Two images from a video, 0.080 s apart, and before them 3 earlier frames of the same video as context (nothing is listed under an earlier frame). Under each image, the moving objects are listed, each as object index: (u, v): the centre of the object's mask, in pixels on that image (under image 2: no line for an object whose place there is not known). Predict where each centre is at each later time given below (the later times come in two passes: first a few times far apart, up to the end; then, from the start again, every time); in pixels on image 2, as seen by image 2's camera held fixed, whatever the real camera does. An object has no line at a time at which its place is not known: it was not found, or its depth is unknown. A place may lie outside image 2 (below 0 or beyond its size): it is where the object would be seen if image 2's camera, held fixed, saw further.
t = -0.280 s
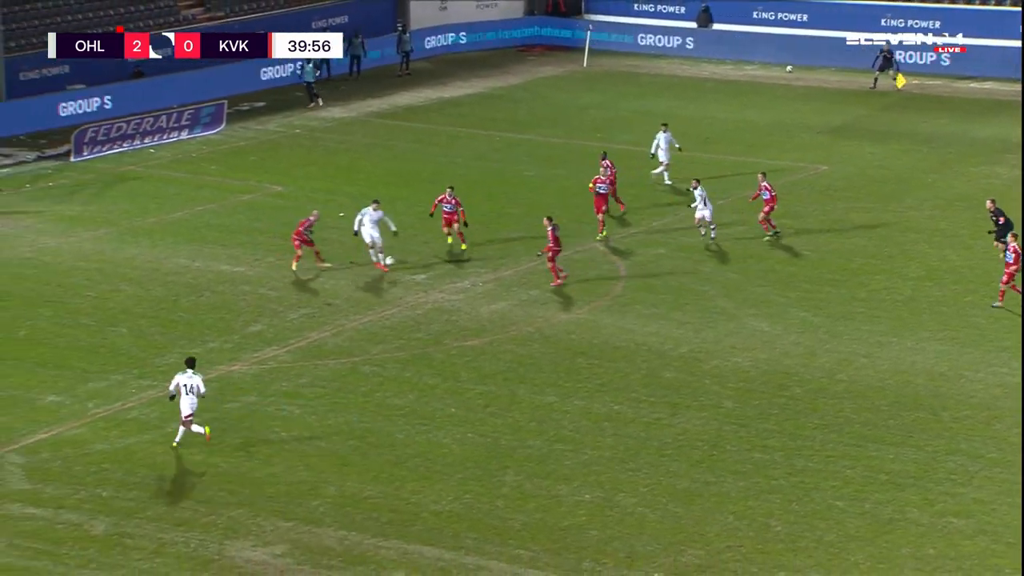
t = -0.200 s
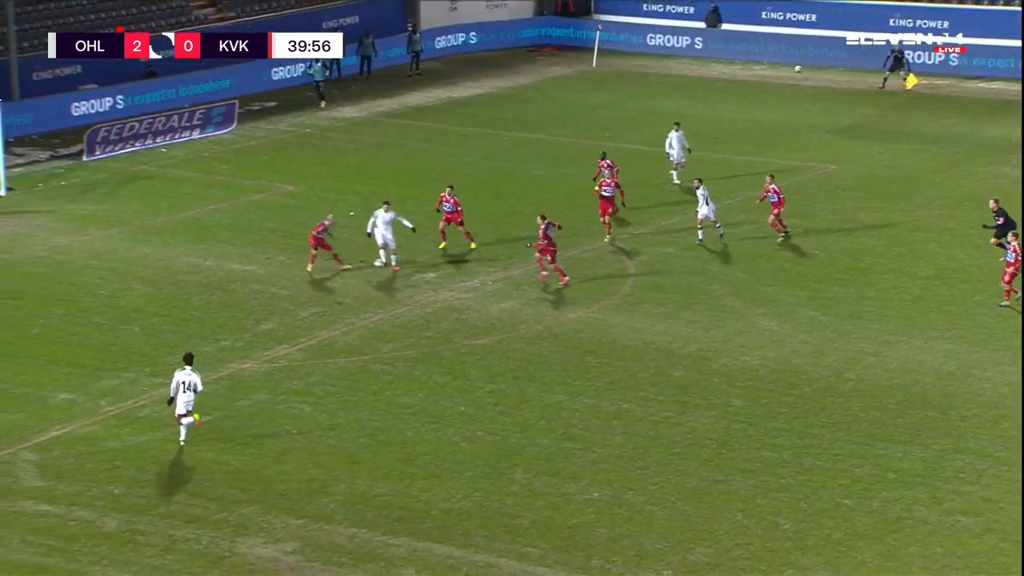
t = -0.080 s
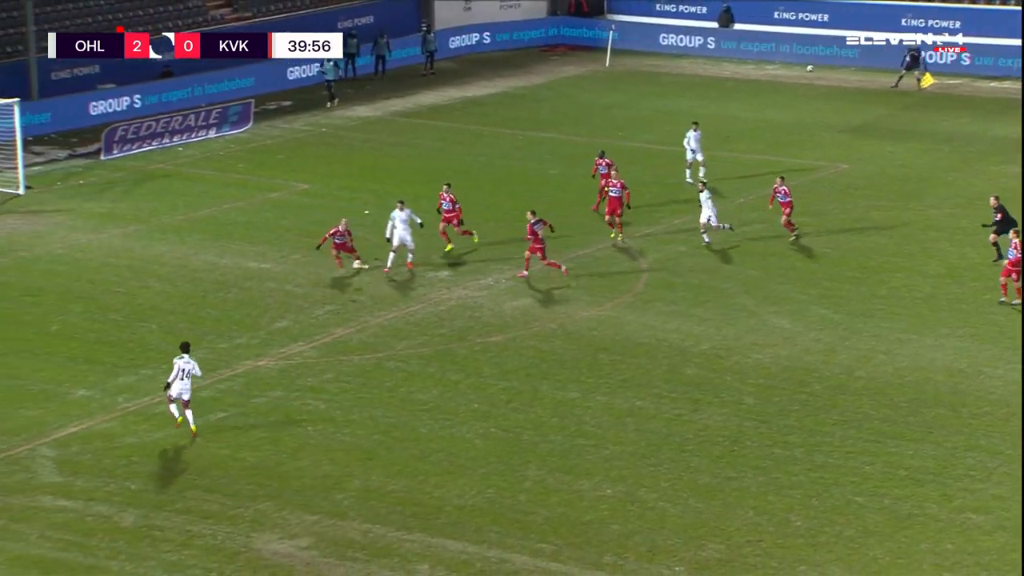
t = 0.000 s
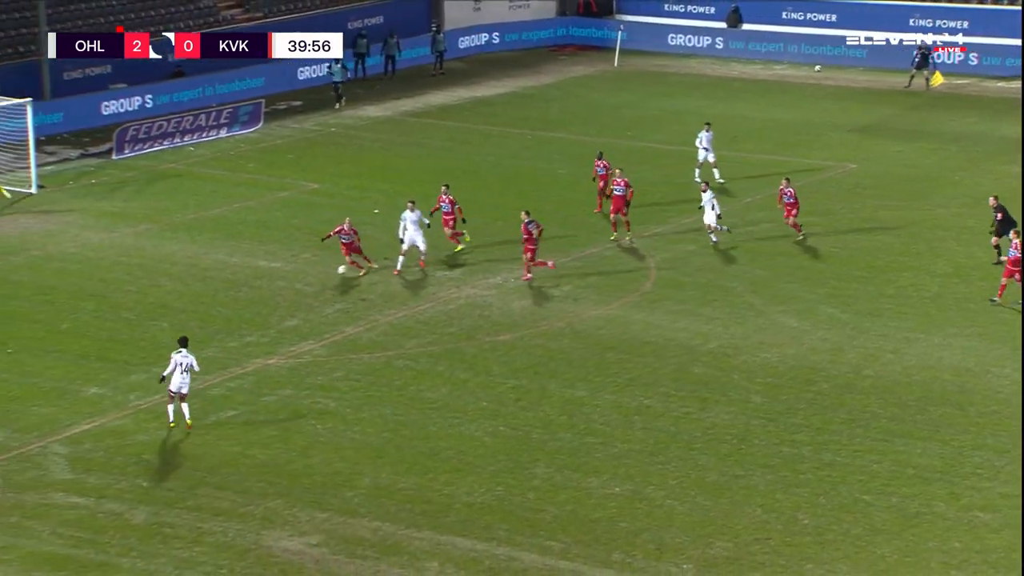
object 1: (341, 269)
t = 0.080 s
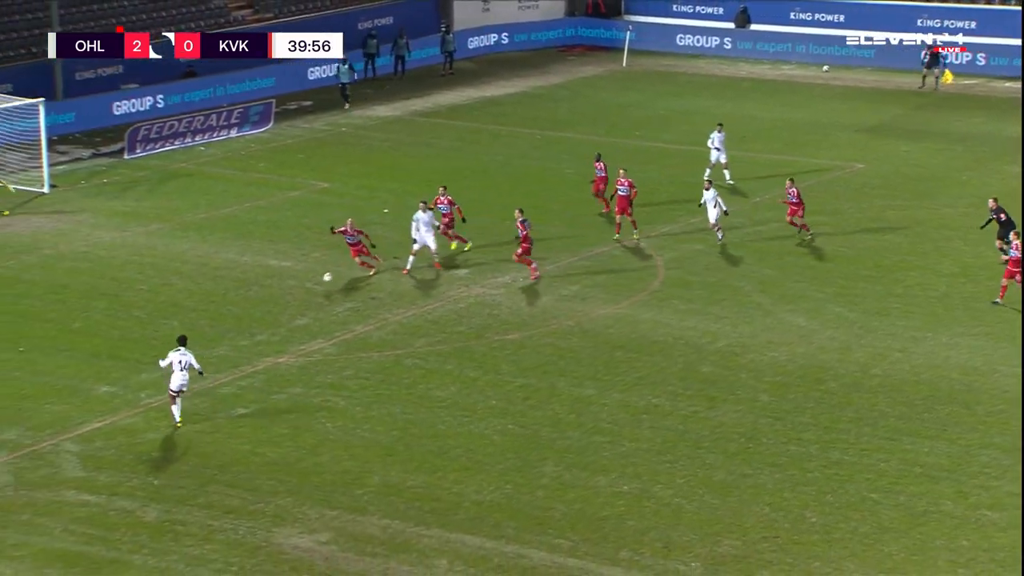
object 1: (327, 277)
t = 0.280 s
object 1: (274, 289)
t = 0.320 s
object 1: (265, 288)
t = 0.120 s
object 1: (315, 282)
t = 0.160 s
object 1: (303, 288)
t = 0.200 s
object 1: (292, 293)
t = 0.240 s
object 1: (282, 290)
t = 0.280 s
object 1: (274, 289)
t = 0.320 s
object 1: (265, 288)
